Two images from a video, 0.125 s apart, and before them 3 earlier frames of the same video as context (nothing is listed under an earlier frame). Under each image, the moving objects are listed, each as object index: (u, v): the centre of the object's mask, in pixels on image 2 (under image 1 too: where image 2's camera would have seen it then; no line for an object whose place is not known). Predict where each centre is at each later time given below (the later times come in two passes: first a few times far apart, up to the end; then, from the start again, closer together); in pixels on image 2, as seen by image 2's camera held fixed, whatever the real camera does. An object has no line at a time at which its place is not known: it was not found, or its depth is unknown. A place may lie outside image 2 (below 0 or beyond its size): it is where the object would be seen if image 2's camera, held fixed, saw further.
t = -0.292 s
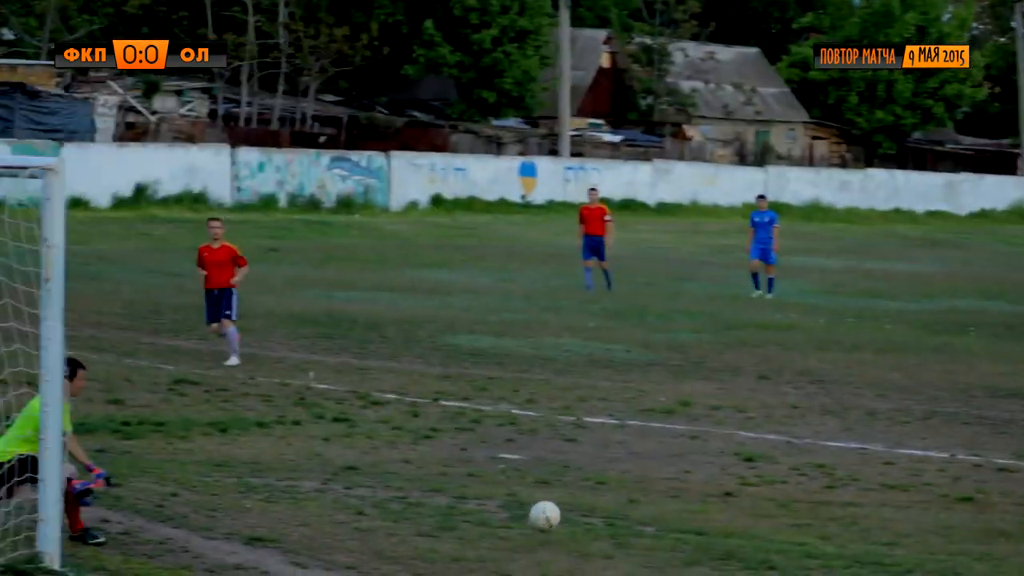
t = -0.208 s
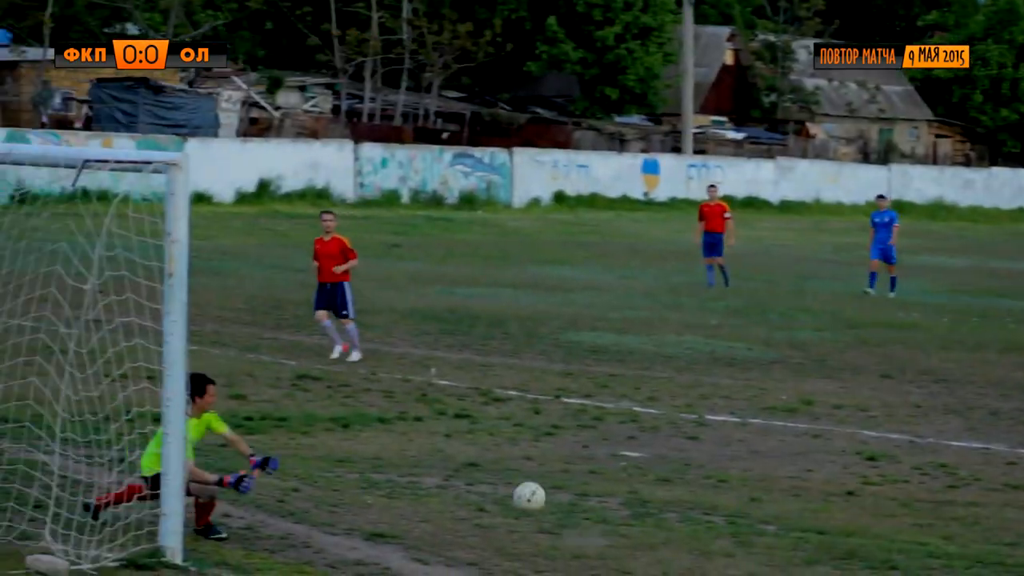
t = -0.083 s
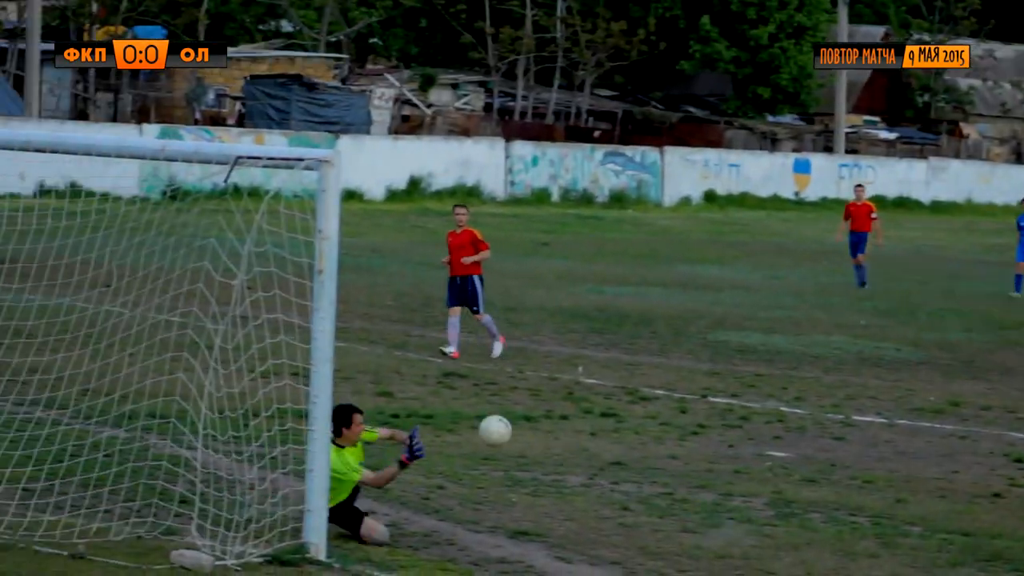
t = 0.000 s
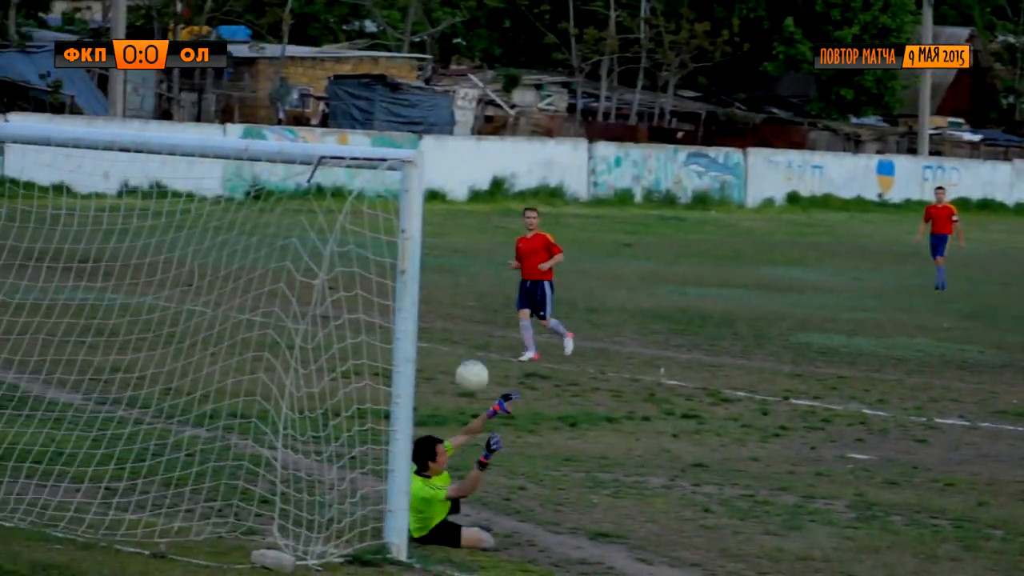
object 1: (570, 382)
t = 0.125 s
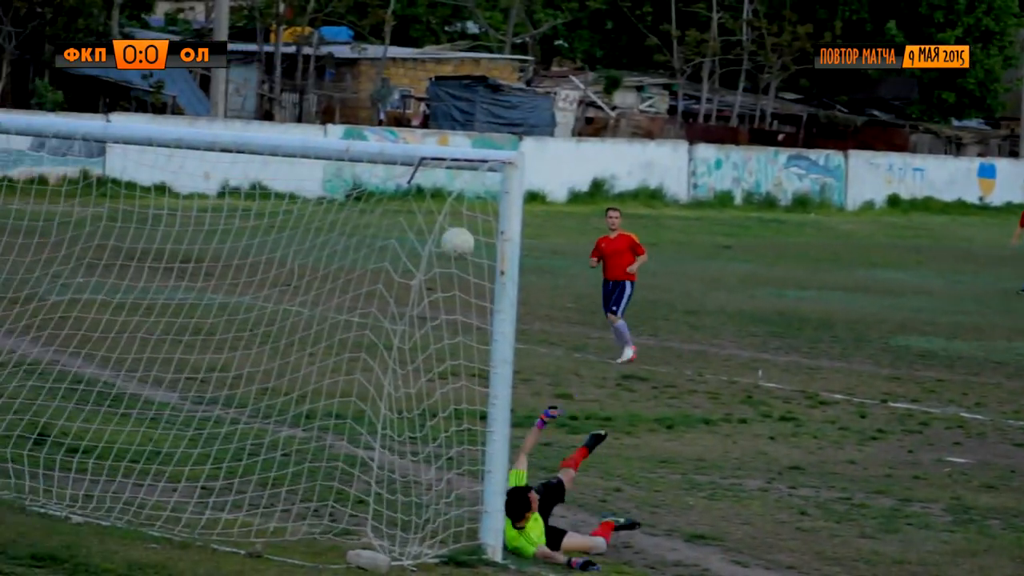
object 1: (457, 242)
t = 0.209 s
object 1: (383, 174)
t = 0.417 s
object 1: (267, 190)
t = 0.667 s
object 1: (250, 287)
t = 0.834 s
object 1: (245, 400)
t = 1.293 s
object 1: (243, 352)
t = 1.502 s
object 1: (246, 330)
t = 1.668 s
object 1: (247, 356)
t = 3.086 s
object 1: (235, 440)
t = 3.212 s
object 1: (241, 455)
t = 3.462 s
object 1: (254, 479)
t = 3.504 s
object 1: (258, 473)
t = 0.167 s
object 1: (419, 203)
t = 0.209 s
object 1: (383, 174)
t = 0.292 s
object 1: (317, 173)
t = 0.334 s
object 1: (294, 176)
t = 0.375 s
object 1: (279, 183)
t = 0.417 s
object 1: (267, 190)
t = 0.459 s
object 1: (262, 198)
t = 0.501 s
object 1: (258, 212)
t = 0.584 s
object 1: (253, 245)
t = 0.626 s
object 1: (251, 265)
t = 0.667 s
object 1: (250, 287)
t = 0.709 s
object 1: (250, 311)
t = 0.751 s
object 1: (248, 338)
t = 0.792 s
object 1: (247, 368)
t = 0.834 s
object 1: (245, 400)
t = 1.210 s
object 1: (243, 379)
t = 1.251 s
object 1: (243, 365)
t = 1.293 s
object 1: (243, 352)
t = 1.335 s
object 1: (244, 343)
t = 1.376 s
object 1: (245, 336)
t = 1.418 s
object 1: (245, 332)
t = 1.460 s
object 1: (245, 330)
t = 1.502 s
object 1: (246, 330)
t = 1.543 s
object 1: (246, 333)
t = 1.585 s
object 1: (246, 339)
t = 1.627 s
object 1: (246, 346)
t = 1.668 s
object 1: (247, 356)
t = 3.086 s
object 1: (235, 440)
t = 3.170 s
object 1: (239, 448)
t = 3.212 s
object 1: (241, 455)
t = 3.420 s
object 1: (252, 490)
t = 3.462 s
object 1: (254, 479)
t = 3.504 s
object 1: (258, 473)
